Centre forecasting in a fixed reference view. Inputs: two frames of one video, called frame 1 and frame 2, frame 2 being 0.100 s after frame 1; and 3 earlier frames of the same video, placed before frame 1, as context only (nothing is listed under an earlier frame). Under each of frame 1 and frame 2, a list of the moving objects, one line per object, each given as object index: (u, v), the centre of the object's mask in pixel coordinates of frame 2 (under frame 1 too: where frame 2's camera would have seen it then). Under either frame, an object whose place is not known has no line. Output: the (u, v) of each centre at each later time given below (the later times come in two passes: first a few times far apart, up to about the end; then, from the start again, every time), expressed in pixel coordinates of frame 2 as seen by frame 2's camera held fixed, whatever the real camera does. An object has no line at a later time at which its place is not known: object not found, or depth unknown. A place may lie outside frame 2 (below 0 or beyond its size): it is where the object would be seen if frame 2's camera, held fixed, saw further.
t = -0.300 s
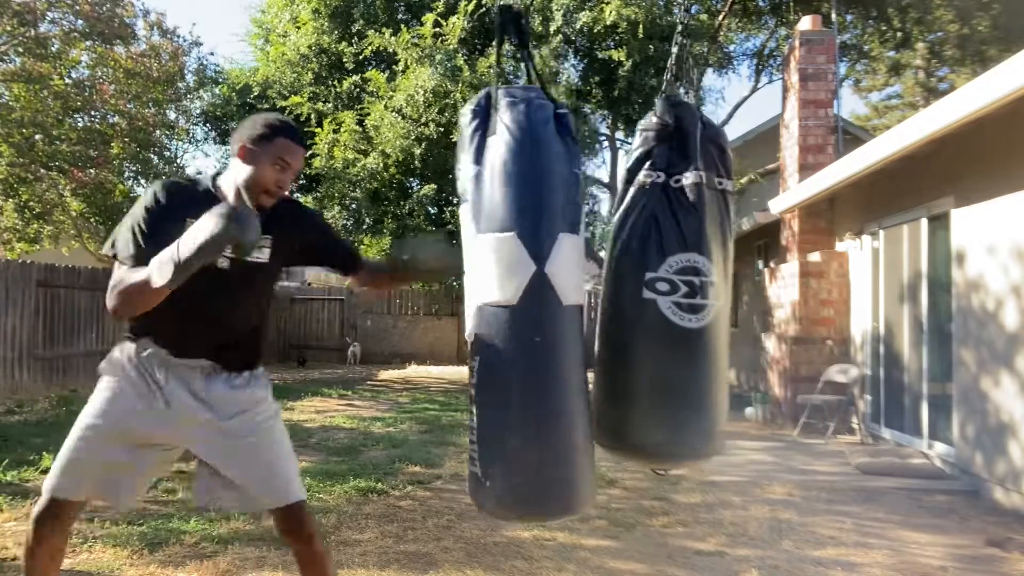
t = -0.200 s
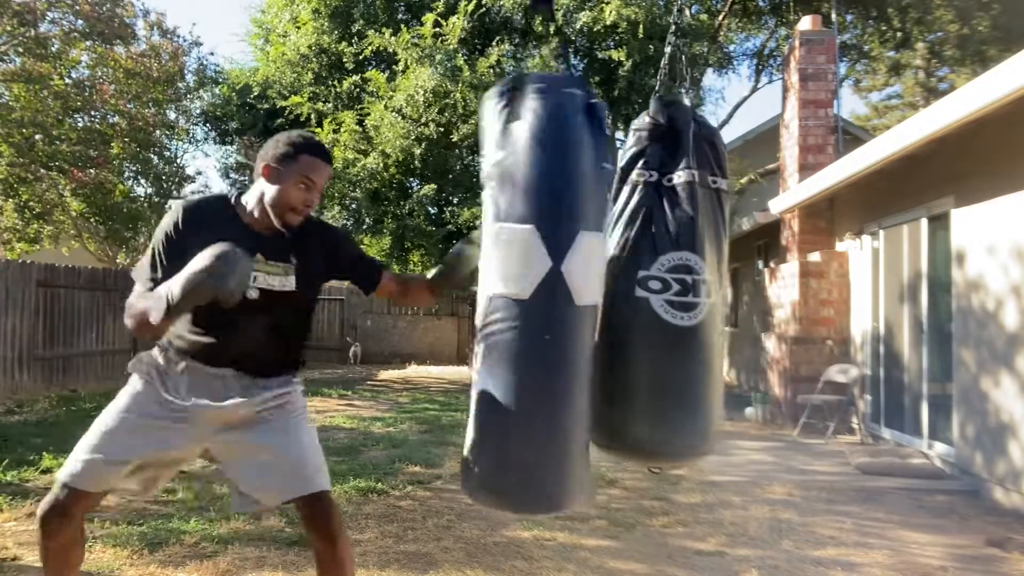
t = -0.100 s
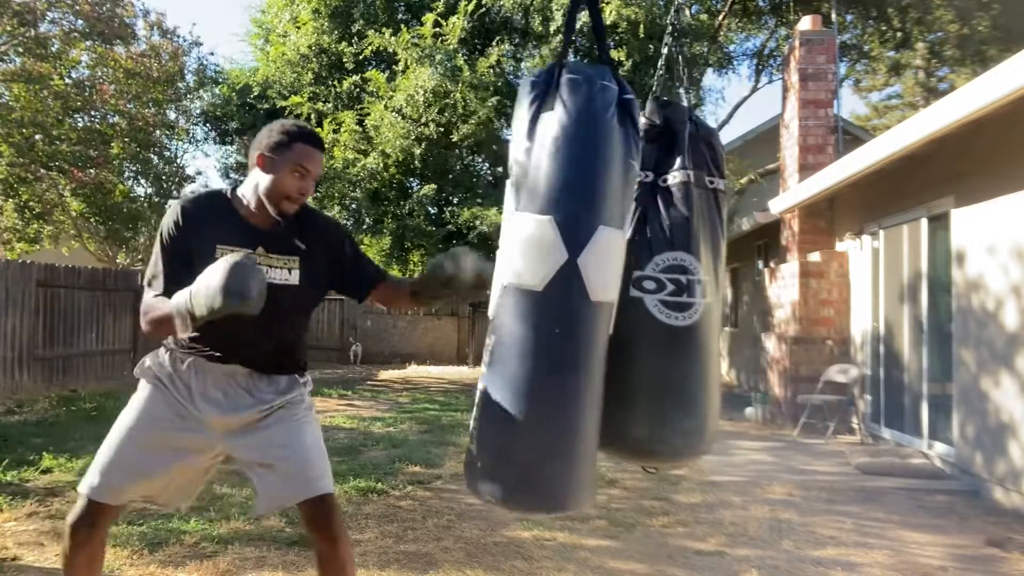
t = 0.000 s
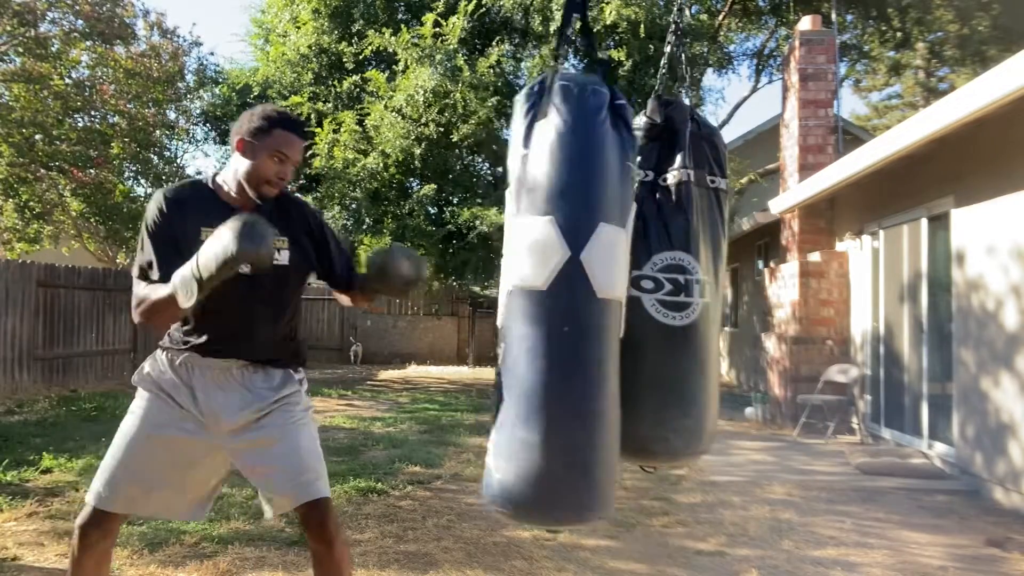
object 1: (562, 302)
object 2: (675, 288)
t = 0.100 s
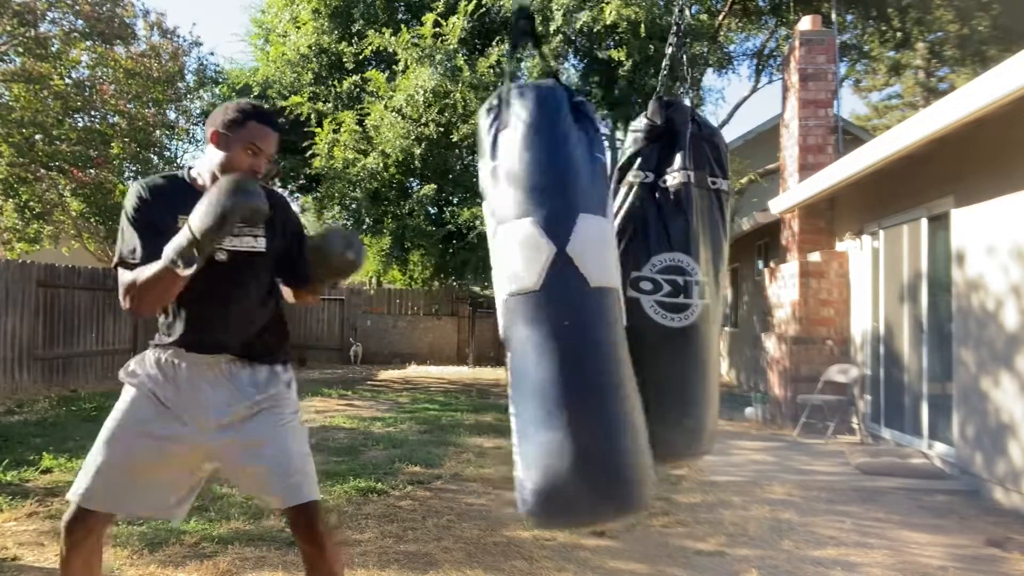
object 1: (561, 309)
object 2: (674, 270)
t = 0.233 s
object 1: (564, 299)
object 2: (678, 263)
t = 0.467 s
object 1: (577, 301)
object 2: (693, 288)
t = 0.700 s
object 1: (548, 302)
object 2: (697, 293)
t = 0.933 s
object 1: (526, 304)
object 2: (719, 294)
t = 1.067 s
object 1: (509, 301)
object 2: (731, 294)
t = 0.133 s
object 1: (561, 306)
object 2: (674, 267)
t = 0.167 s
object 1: (561, 302)
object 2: (675, 264)
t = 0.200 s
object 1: (562, 300)
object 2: (676, 263)
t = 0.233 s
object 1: (564, 299)
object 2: (678, 263)
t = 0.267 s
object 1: (566, 300)
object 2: (679, 265)
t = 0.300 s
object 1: (569, 301)
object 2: (681, 268)
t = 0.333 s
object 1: (572, 303)
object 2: (684, 274)
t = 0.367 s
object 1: (575, 303)
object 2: (687, 280)
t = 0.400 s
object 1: (578, 301)
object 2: (690, 285)
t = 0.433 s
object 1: (578, 301)
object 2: (692, 287)
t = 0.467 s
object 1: (577, 301)
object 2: (693, 288)
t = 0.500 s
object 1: (575, 302)
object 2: (693, 289)
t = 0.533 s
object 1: (572, 303)
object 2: (693, 289)
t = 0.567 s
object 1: (568, 307)
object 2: (692, 289)
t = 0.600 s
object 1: (563, 308)
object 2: (692, 290)
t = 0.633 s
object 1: (557, 307)
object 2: (692, 291)
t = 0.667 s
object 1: (552, 305)
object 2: (694, 293)
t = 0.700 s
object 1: (548, 302)
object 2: (697, 293)
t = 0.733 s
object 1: (544, 299)
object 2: (701, 292)
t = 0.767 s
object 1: (540, 296)
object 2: (703, 292)
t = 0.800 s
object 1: (537, 296)
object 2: (707, 292)
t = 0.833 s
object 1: (534, 297)
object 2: (710, 292)
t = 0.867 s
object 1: (532, 300)
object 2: (713, 293)
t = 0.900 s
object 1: (529, 303)
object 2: (716, 294)
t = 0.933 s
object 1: (526, 304)
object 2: (719, 294)
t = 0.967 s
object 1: (523, 303)
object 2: (722, 294)
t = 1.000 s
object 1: (518, 302)
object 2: (725, 293)
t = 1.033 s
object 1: (514, 301)
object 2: (727, 292)
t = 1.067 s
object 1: (509, 301)
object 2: (731, 294)
